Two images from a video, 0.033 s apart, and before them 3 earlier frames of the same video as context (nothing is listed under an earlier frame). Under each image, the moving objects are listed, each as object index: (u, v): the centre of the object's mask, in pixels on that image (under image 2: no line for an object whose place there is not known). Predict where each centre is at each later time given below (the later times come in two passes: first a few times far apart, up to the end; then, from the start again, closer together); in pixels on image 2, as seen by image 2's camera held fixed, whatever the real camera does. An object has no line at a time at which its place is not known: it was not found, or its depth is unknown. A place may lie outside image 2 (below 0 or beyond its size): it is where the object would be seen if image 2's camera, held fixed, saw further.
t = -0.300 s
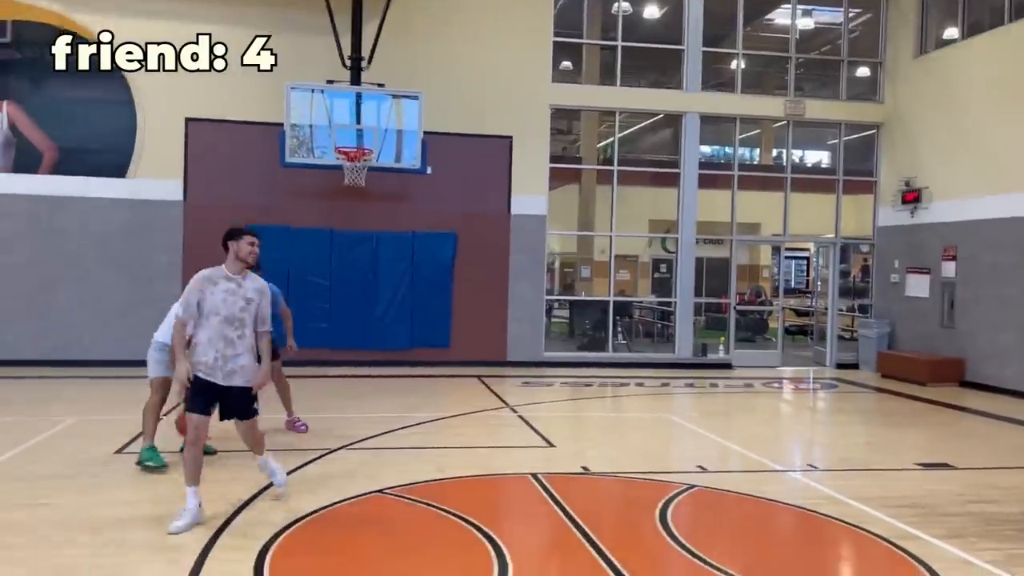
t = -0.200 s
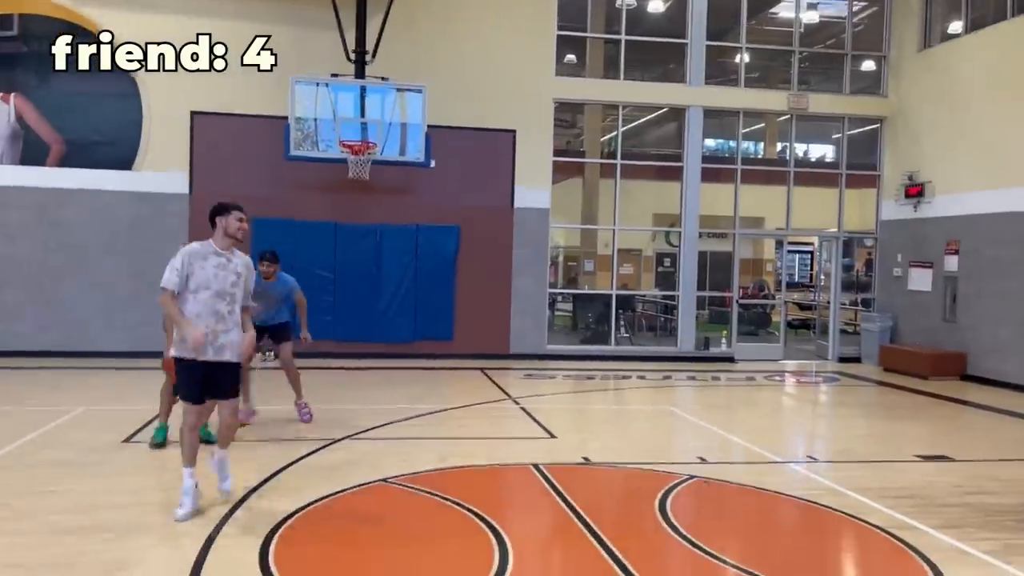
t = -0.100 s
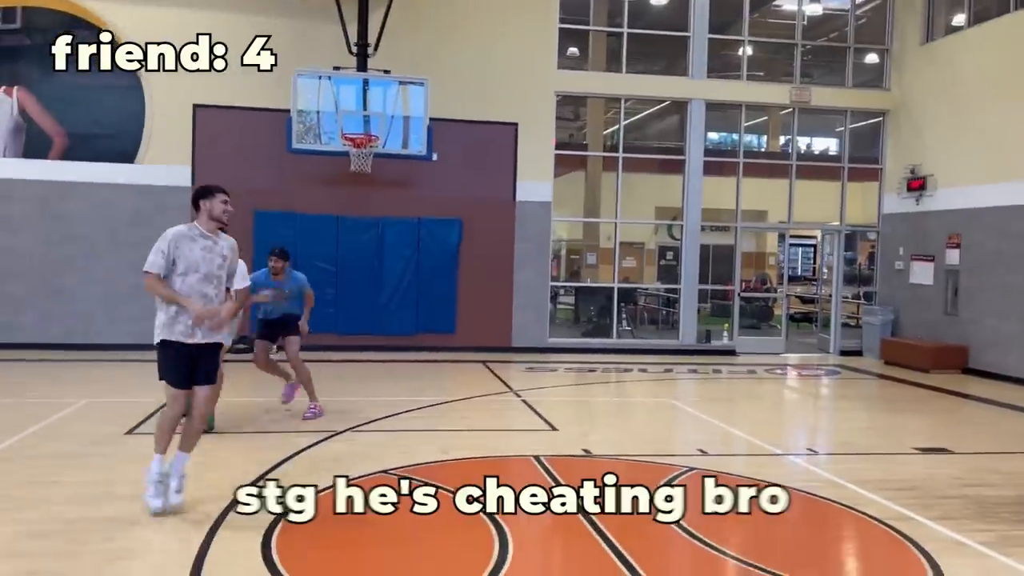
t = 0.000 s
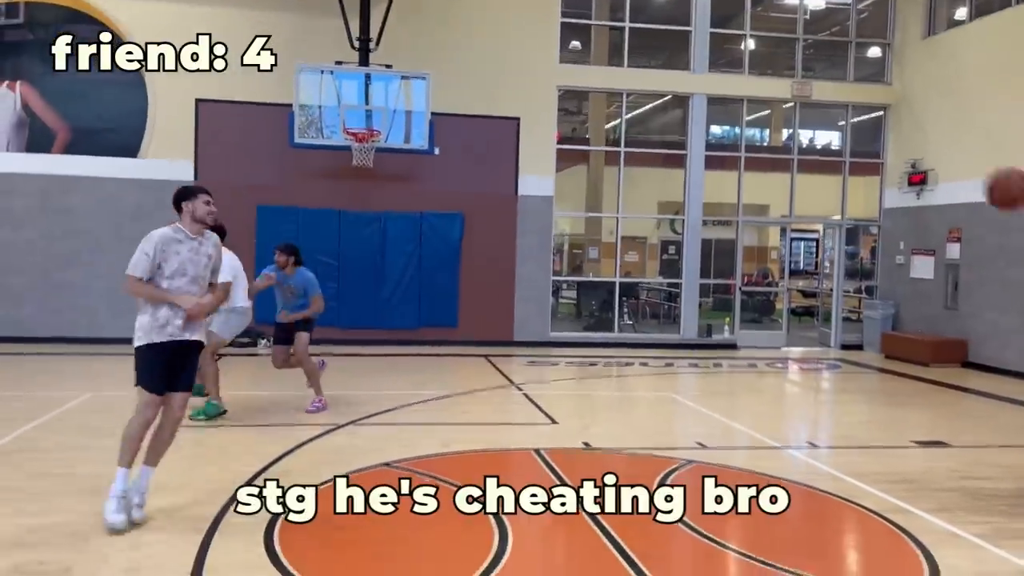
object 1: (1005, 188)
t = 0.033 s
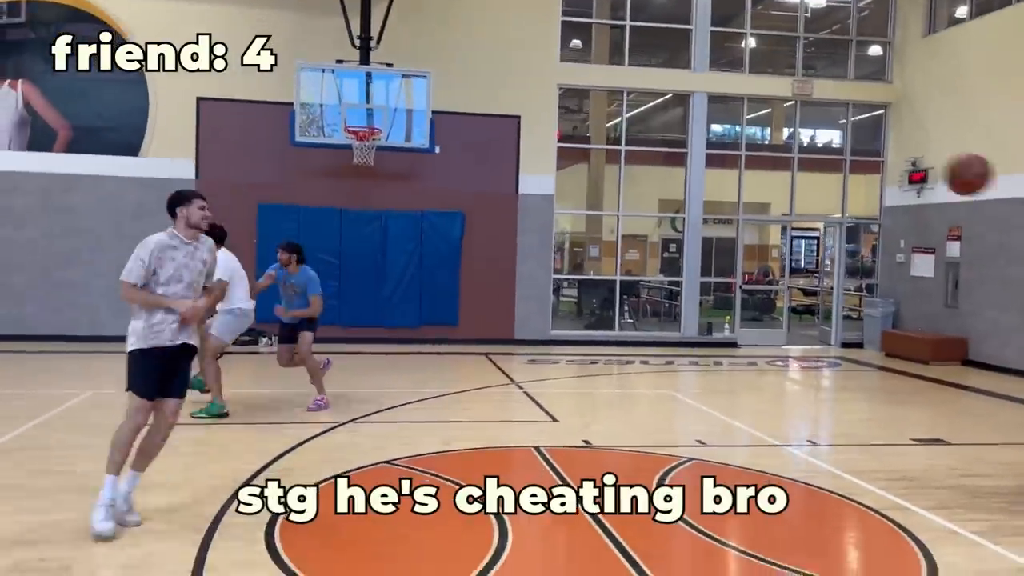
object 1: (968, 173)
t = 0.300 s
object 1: (643, 142)
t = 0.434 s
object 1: (480, 171)
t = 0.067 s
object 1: (926, 163)
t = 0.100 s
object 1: (887, 155)
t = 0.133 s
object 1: (846, 150)
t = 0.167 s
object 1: (805, 144)
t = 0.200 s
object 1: (765, 140)
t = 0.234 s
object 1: (724, 140)
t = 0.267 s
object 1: (683, 141)
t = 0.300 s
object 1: (643, 142)
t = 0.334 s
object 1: (602, 147)
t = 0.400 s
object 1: (521, 160)
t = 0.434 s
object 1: (480, 171)
